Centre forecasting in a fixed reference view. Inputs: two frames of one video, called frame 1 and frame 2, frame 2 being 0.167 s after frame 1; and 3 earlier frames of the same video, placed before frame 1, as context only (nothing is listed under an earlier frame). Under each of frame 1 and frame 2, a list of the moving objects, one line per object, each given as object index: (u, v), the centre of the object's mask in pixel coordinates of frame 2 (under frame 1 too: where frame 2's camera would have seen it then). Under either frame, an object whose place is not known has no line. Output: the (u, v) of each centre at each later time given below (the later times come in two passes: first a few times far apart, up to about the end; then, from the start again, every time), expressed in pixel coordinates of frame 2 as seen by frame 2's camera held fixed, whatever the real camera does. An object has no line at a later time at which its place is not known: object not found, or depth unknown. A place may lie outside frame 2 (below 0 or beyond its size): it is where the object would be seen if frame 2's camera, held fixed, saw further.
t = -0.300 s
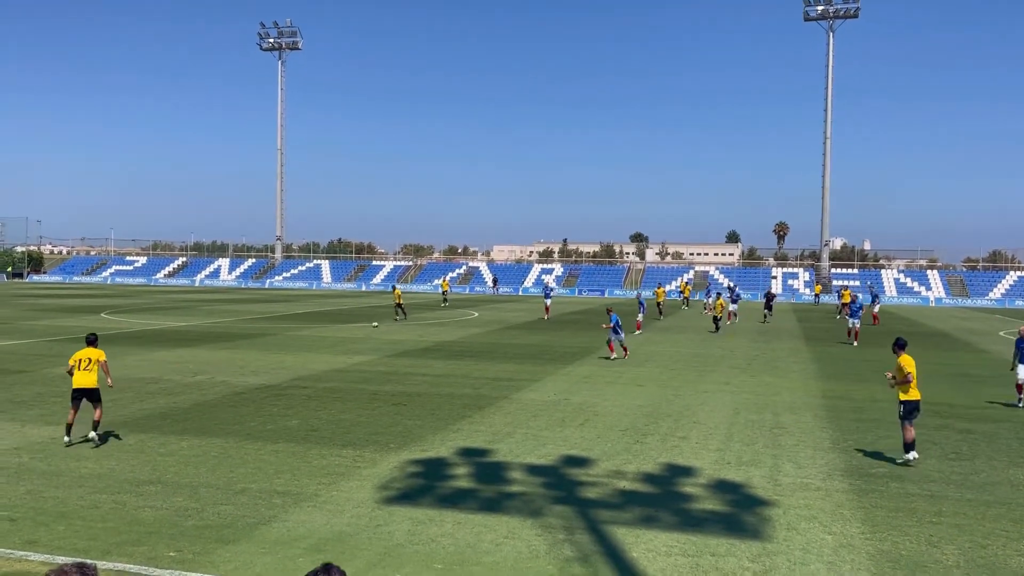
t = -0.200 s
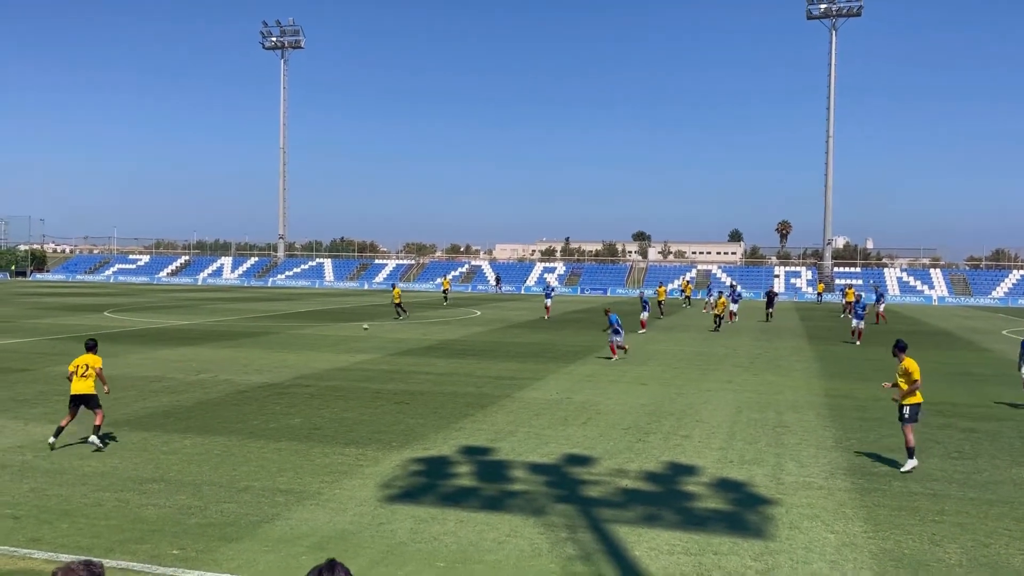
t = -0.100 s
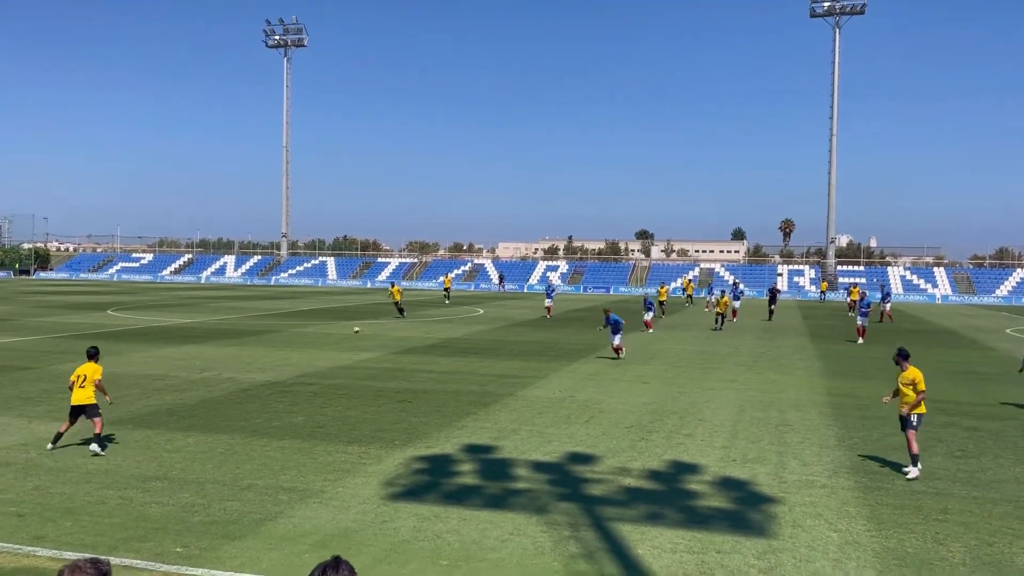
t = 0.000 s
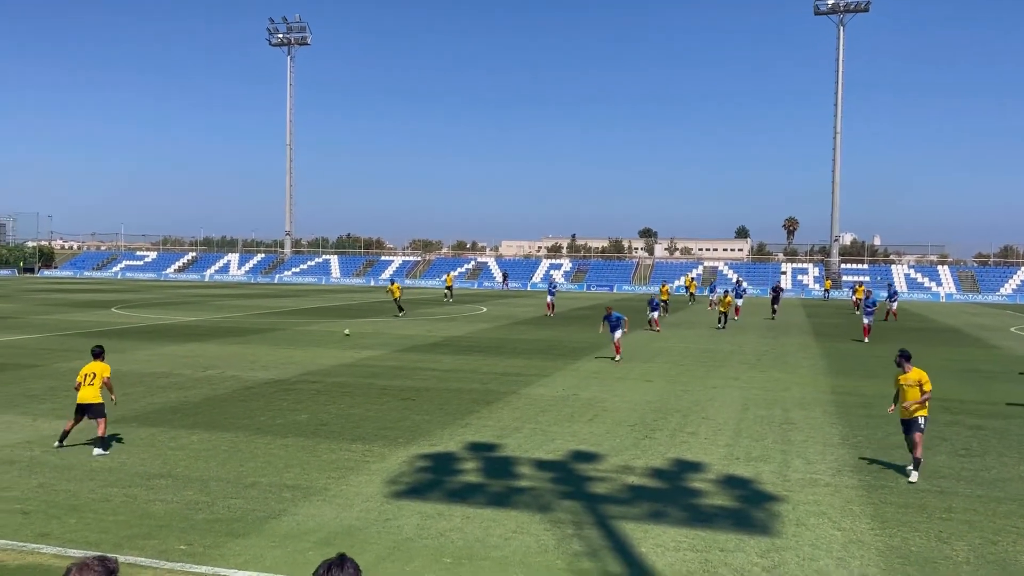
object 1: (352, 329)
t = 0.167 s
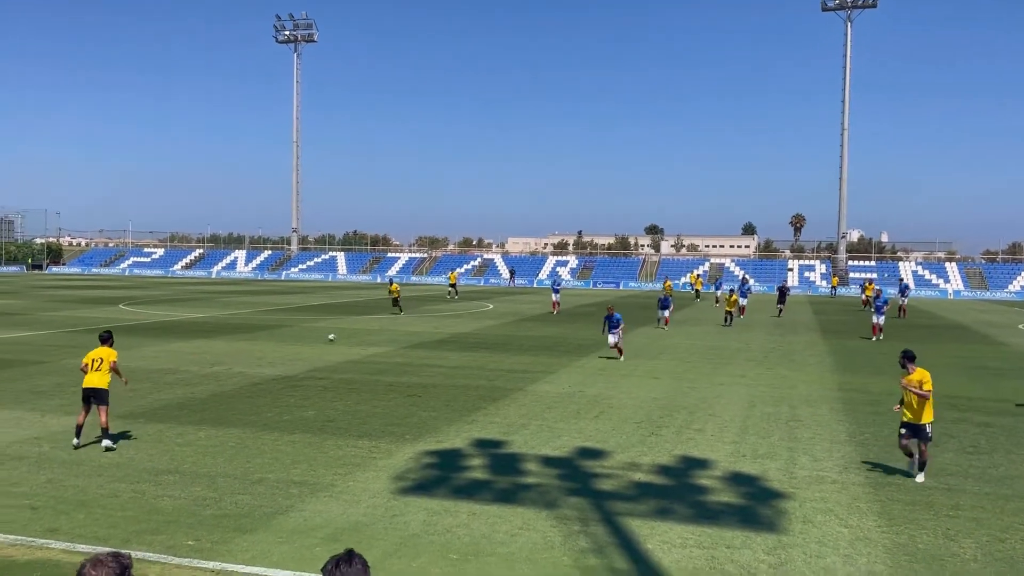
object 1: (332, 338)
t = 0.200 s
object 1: (328, 340)
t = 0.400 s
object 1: (300, 353)
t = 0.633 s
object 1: (263, 370)
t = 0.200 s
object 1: (328, 340)
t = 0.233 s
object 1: (324, 342)
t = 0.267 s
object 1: (319, 344)
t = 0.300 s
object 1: (315, 346)
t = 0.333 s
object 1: (310, 348)
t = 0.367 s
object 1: (305, 350)
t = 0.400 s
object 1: (300, 353)
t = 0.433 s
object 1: (295, 355)
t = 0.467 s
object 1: (290, 357)
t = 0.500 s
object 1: (285, 359)
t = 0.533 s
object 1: (279, 361)
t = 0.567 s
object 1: (275, 364)
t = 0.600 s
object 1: (269, 367)
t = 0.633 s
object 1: (263, 370)
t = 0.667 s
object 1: (258, 372)
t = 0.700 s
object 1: (251, 374)
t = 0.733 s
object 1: (245, 377)
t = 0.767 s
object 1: (240, 380)
